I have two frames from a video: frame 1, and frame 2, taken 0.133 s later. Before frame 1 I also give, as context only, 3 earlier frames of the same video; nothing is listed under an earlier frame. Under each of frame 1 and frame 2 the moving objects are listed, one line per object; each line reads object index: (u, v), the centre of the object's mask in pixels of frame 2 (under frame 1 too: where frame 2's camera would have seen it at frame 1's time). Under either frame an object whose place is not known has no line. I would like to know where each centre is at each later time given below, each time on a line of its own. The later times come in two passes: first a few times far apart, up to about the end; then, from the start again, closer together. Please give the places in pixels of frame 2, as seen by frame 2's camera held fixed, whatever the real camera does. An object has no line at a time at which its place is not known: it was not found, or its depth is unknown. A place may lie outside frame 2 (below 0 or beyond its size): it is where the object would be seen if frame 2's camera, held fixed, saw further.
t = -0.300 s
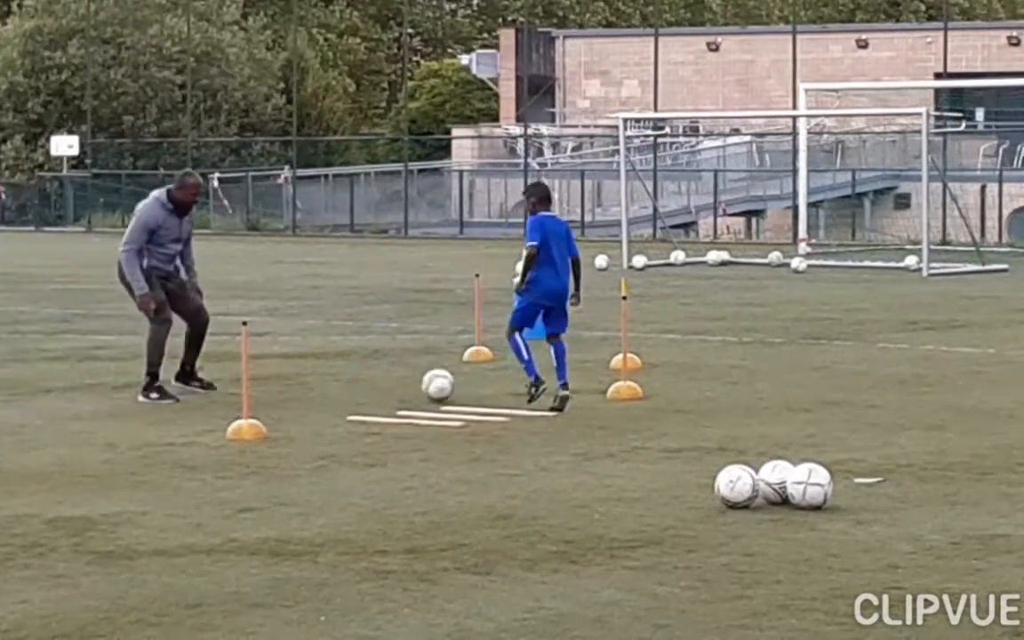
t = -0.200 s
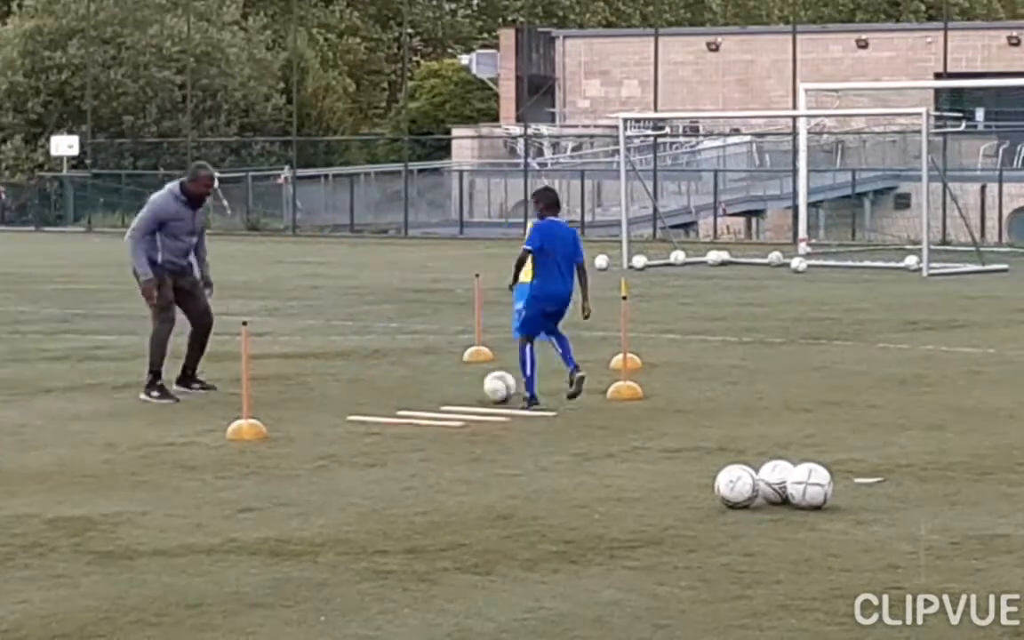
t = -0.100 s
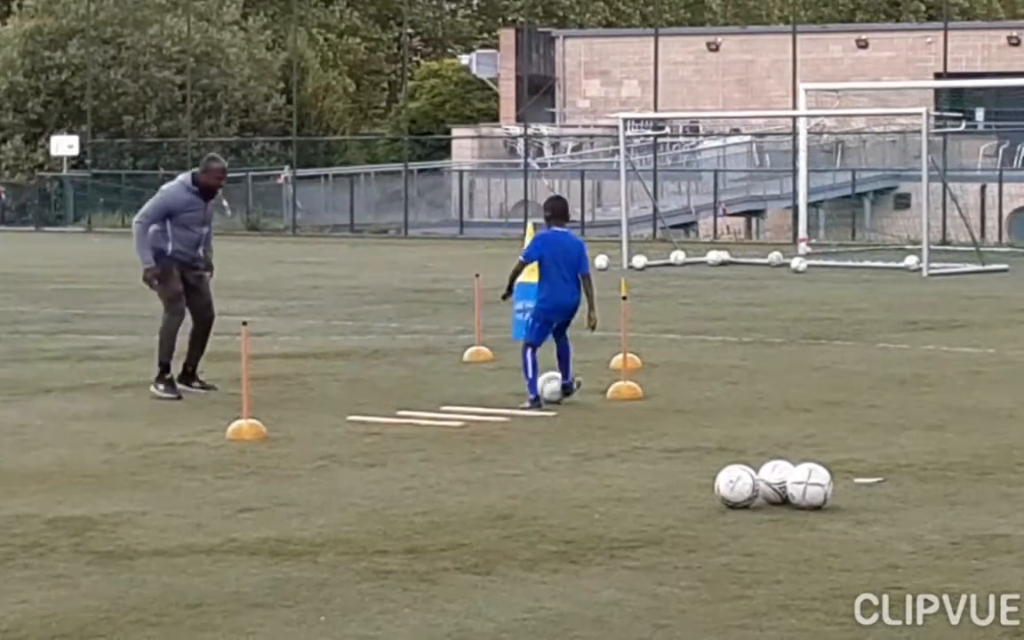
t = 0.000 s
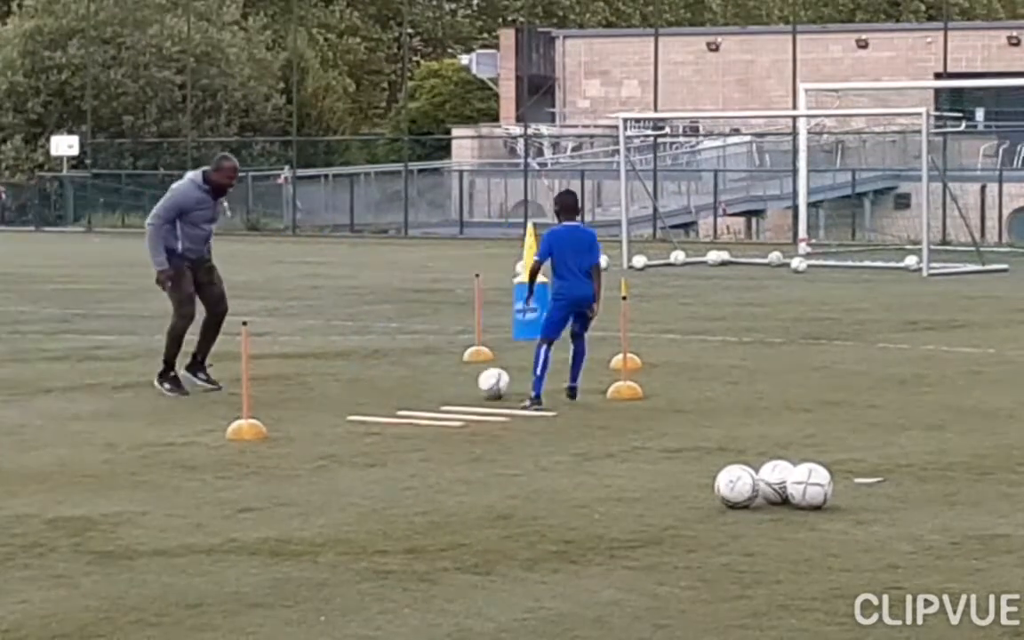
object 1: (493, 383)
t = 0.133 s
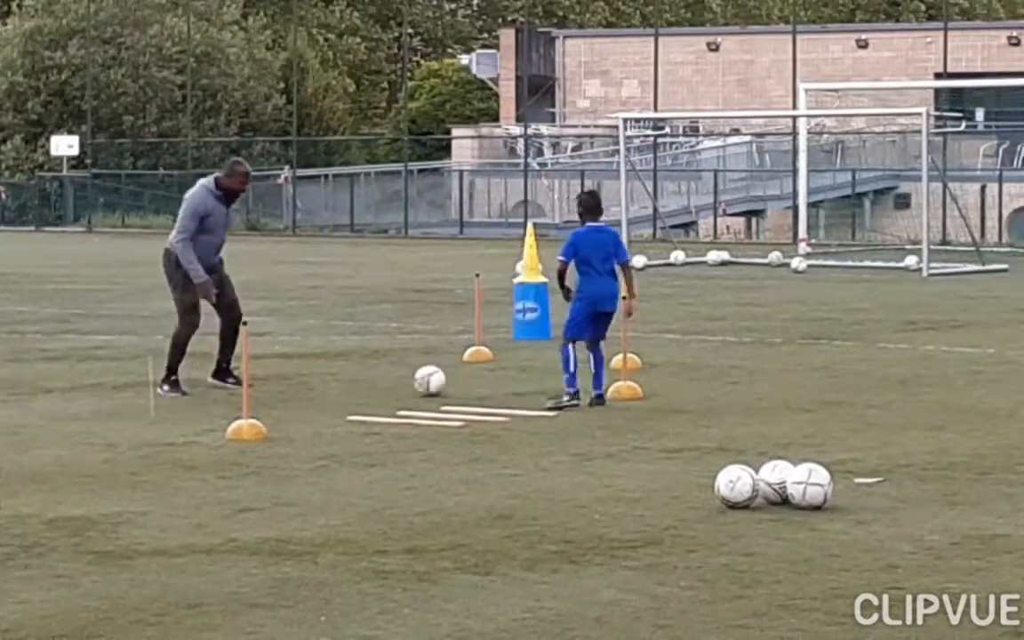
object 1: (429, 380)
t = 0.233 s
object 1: (391, 378)
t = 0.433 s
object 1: (331, 373)
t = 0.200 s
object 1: (403, 378)
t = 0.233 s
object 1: (391, 378)
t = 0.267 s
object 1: (381, 377)
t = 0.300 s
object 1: (369, 376)
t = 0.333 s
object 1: (360, 376)
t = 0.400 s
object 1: (341, 374)
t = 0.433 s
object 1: (331, 373)
